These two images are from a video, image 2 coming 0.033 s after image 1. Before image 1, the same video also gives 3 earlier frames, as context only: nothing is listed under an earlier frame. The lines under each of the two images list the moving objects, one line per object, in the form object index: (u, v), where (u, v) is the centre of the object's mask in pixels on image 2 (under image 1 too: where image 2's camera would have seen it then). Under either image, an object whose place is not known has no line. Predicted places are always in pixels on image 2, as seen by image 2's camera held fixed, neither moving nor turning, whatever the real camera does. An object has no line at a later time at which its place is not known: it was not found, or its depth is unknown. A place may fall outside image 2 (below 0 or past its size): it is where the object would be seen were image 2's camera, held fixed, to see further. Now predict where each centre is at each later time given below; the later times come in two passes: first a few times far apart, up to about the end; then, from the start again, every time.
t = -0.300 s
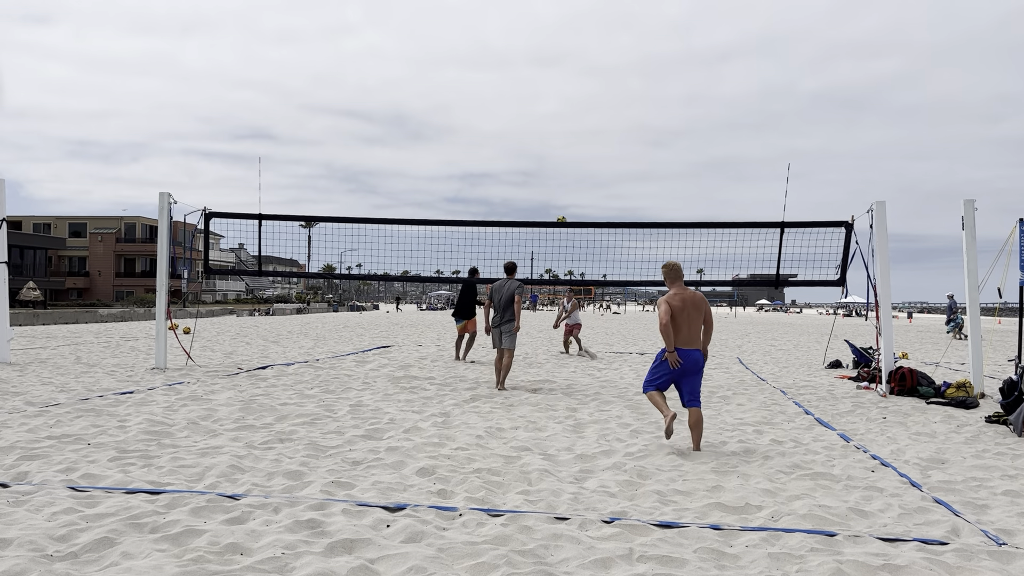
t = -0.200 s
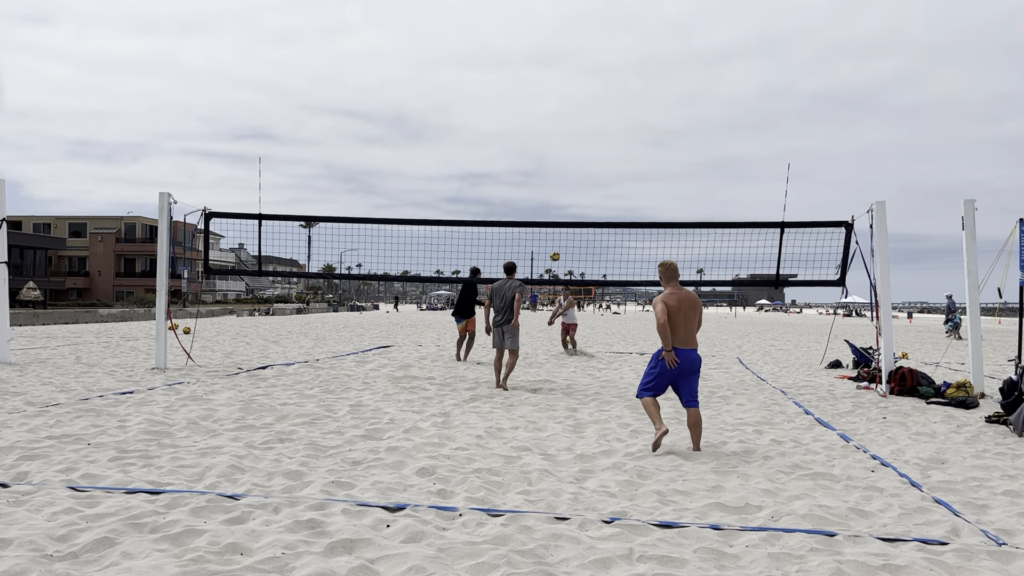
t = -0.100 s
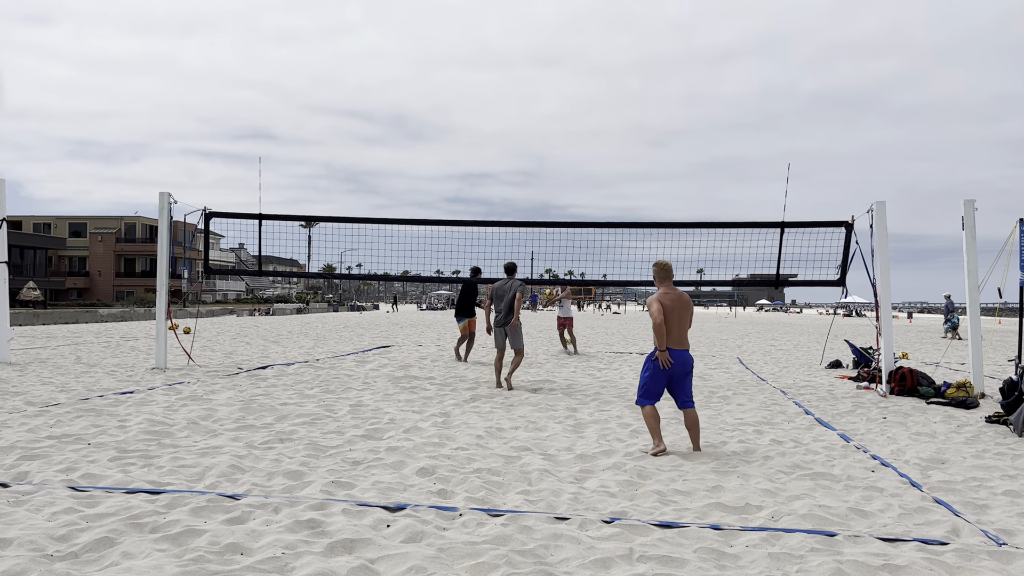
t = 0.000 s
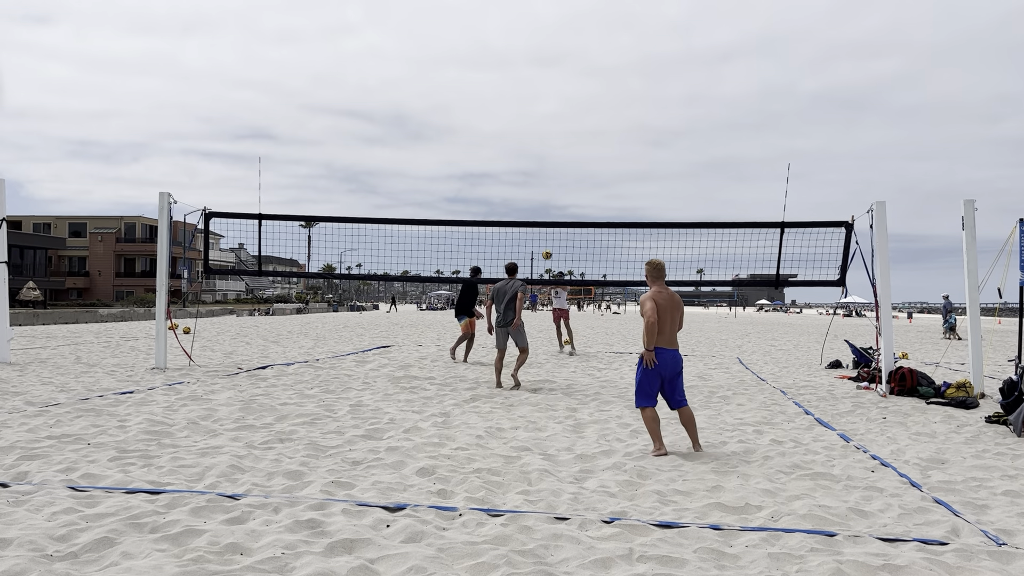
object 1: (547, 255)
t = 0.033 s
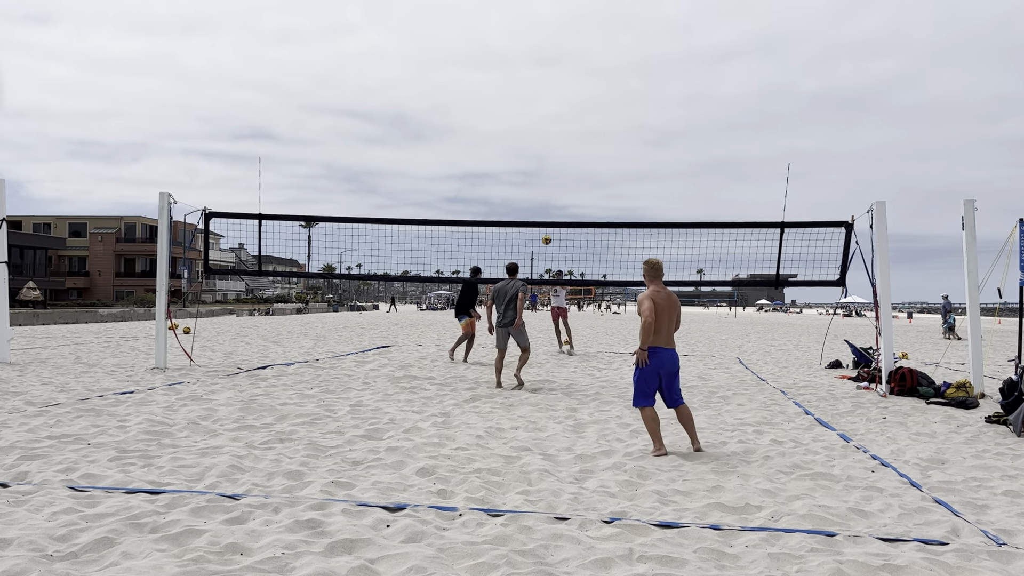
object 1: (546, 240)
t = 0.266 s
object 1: (542, 147)
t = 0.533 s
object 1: (531, 72)
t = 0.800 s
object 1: (517, 33)
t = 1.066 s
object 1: (499, 32)
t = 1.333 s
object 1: (478, 72)
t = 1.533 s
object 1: (459, 130)
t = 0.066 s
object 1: (546, 228)
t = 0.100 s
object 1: (545, 211)
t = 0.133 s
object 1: (545, 197)
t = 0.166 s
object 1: (544, 184)
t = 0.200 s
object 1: (543, 171)
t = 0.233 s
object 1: (543, 159)
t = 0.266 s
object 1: (542, 147)
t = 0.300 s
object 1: (541, 136)
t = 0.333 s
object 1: (540, 125)
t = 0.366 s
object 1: (538, 115)
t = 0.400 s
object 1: (537, 105)
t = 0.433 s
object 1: (535, 96)
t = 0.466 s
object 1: (534, 87)
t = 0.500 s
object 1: (532, 79)
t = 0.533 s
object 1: (531, 72)
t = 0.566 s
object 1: (529, 65)
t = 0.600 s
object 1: (528, 59)
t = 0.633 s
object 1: (526, 53)
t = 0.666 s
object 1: (524, 48)
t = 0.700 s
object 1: (523, 43)
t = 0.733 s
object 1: (521, 39)
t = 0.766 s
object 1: (519, 36)
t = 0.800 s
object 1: (517, 33)
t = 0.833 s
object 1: (515, 31)
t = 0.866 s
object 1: (513, 29)
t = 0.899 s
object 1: (511, 28)
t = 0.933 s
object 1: (509, 27)
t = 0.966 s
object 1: (506, 27)
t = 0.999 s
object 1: (504, 28)
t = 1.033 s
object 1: (502, 30)
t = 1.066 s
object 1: (499, 32)
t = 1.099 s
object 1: (497, 35)
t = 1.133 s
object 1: (494, 38)
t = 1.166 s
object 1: (492, 42)
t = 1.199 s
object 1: (489, 47)
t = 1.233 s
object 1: (486, 52)
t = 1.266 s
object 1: (483, 58)
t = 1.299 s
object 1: (481, 65)
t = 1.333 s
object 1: (478, 72)
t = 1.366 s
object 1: (474, 80)
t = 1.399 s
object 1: (472, 89)
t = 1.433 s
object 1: (468, 98)
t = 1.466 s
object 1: (465, 108)
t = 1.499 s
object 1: (462, 119)
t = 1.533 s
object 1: (459, 130)
